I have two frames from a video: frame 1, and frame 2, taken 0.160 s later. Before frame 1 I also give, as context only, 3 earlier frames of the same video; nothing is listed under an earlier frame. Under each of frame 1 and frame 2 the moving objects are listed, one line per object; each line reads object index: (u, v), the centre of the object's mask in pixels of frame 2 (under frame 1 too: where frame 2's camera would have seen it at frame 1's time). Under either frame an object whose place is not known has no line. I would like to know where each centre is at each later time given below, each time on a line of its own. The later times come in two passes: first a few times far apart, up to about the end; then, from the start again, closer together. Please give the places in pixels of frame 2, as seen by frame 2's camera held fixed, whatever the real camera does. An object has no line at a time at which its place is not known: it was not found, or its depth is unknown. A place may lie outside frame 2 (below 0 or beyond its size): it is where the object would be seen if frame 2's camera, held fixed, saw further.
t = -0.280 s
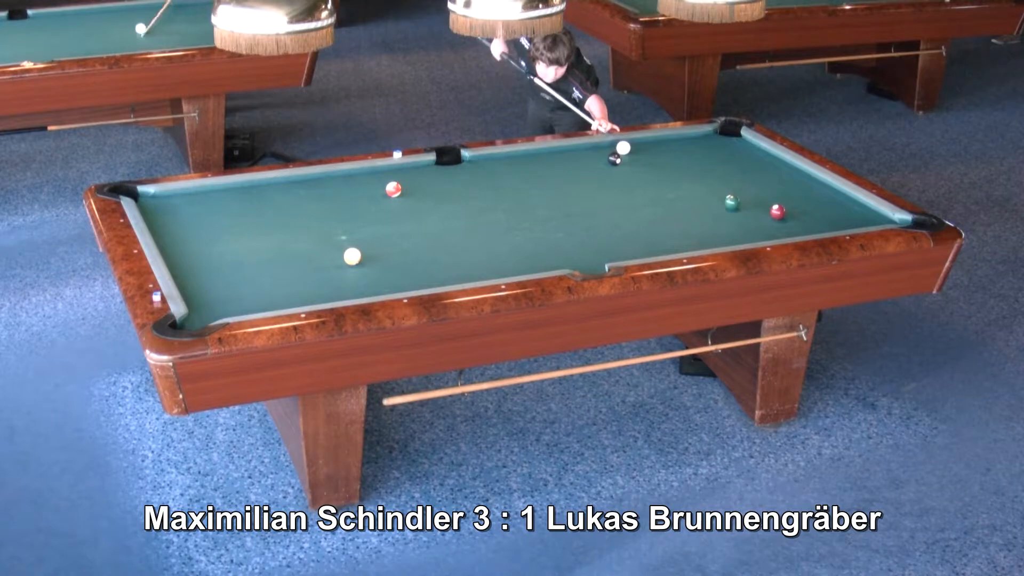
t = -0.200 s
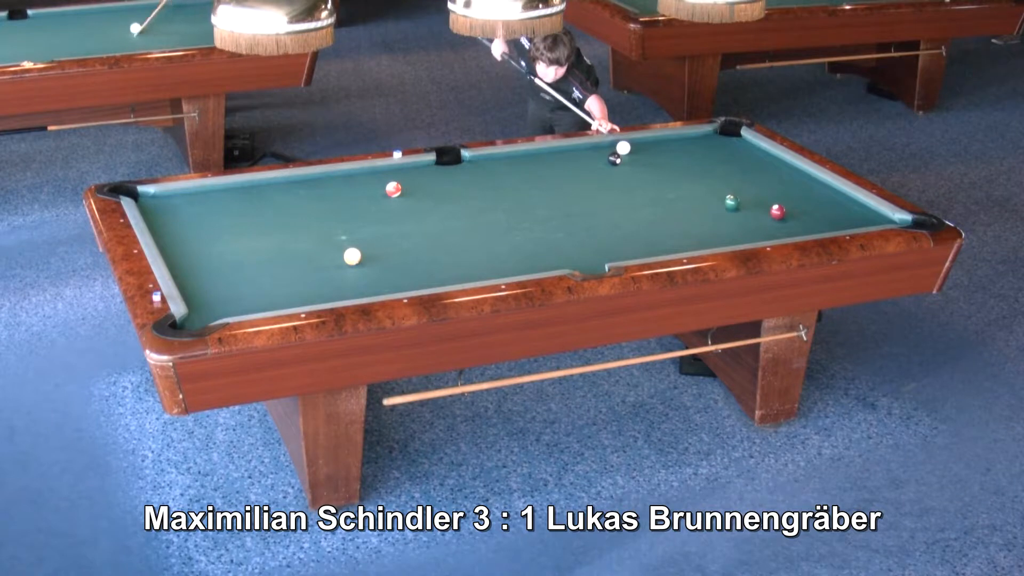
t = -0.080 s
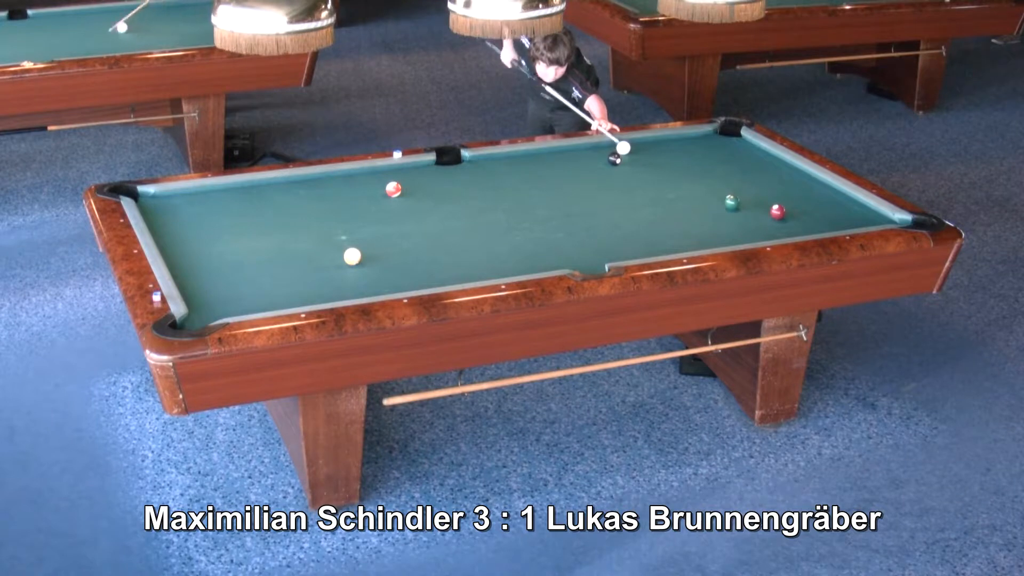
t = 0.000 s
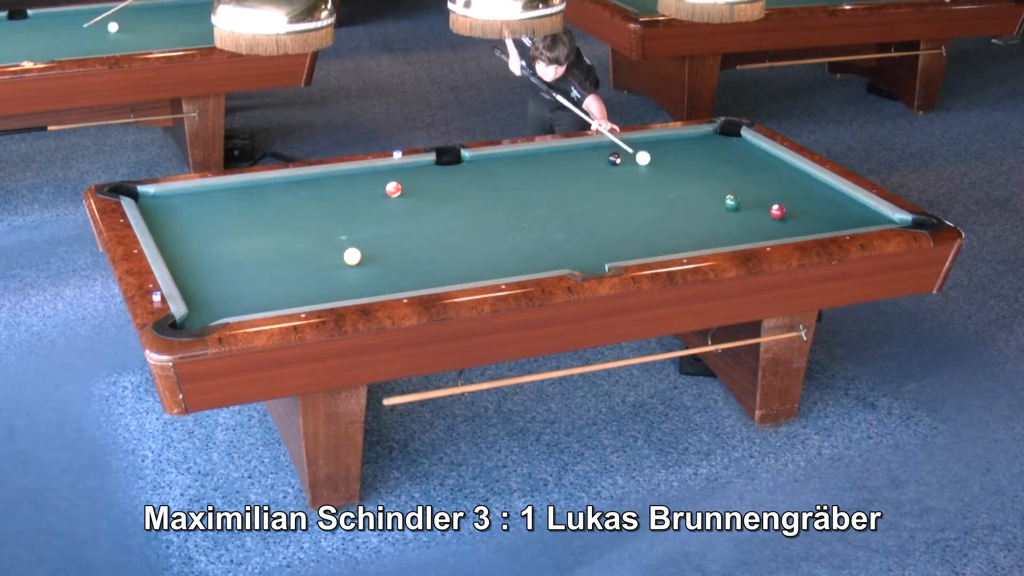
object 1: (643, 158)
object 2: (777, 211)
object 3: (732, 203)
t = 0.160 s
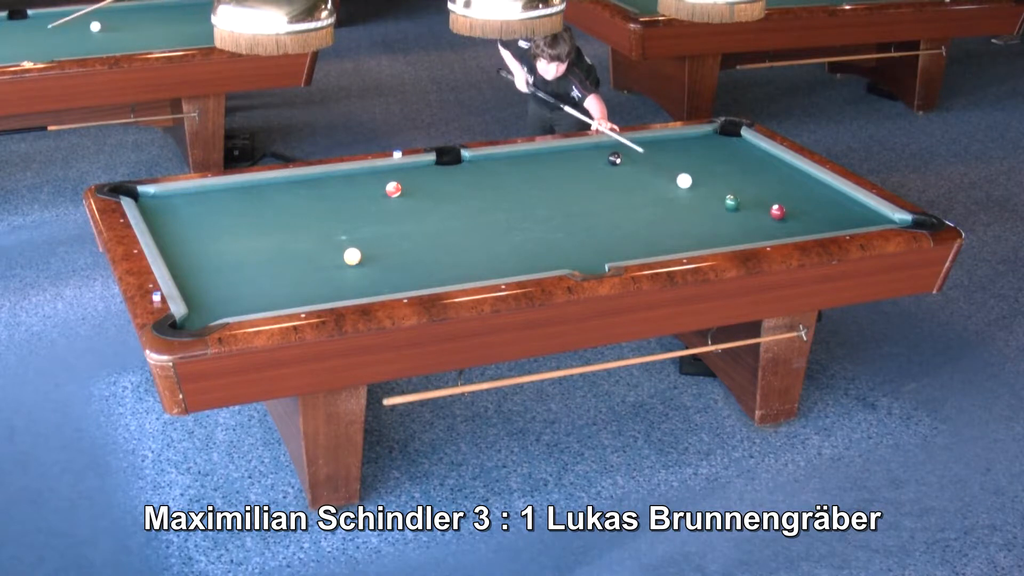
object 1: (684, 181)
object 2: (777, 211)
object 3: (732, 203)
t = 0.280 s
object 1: (716, 199)
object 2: (777, 211)
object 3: (732, 203)
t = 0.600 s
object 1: (705, 228)
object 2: (833, 224)
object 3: (767, 211)
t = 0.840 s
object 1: (696, 247)
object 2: (855, 222)
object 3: (770, 211)
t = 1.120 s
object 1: (654, 241)
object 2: (857, 212)
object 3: (772, 211)
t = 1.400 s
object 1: (615, 233)
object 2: (858, 203)
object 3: (772, 212)
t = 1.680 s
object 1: (579, 226)
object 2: (841, 197)
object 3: (771, 211)
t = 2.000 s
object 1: (541, 219)
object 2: (822, 192)
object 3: (771, 211)
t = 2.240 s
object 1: (514, 214)
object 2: (809, 189)
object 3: (771, 211)
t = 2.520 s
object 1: (485, 209)
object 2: (795, 186)
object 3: (771, 211)
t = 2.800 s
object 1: (458, 204)
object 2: (784, 183)
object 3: (771, 211)
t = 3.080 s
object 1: (434, 199)
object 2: (773, 180)
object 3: (771, 211)
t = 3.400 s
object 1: (409, 194)
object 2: (763, 178)
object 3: (771, 211)
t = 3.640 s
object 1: (398, 193)
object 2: (756, 176)
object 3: (771, 211)
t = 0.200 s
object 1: (695, 187)
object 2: (777, 211)
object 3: (732, 203)
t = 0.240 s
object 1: (706, 193)
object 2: (777, 211)
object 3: (732, 203)
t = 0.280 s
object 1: (716, 199)
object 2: (777, 211)
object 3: (732, 203)
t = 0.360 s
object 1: (711, 205)
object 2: (777, 211)
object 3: (758, 208)
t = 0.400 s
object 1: (708, 209)
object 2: (785, 213)
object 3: (764, 210)
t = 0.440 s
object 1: (707, 212)
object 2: (796, 215)
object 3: (765, 210)
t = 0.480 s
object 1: (706, 216)
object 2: (807, 218)
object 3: (765, 210)
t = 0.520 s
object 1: (706, 220)
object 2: (816, 220)
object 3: (766, 210)
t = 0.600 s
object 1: (705, 228)
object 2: (833, 224)
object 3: (767, 211)
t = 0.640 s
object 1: (704, 232)
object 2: (841, 224)
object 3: (768, 210)
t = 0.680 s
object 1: (703, 236)
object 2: (850, 225)
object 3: (768, 210)
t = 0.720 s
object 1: (703, 240)
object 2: (854, 225)
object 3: (769, 211)
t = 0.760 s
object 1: (702, 244)
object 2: (854, 224)
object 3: (769, 210)
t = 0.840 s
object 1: (696, 247)
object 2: (855, 222)
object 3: (770, 211)
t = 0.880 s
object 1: (690, 246)
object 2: (855, 221)
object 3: (770, 210)
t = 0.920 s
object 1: (684, 246)
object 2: (855, 220)
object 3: (771, 211)
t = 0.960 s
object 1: (678, 245)
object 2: (855, 219)
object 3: (771, 211)
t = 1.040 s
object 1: (666, 243)
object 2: (856, 215)
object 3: (772, 211)
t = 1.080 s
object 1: (660, 242)
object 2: (856, 213)
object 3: (772, 211)
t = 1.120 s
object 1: (654, 241)
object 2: (857, 212)
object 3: (772, 211)
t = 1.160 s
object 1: (649, 240)
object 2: (857, 211)
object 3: (772, 212)
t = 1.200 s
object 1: (643, 239)
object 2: (858, 209)
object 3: (772, 212)
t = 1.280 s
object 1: (632, 237)
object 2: (858, 207)
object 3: (772, 212)
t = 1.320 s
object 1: (626, 235)
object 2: (858, 206)
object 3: (772, 212)
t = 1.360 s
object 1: (621, 234)
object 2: (858, 204)
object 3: (772, 212)
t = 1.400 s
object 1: (615, 233)
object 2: (858, 203)
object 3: (772, 212)
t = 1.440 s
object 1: (610, 232)
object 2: (857, 202)
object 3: (772, 211)
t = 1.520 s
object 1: (599, 230)
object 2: (852, 200)
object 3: (771, 211)
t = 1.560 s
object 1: (594, 229)
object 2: (849, 199)
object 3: (771, 211)
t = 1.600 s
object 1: (589, 228)
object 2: (846, 199)
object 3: (771, 211)
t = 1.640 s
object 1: (584, 227)
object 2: (844, 198)
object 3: (771, 211)
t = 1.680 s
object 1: (579, 226)
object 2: (841, 197)
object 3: (771, 211)
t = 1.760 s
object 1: (569, 225)
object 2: (836, 196)
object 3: (771, 211)
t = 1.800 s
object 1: (564, 224)
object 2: (834, 195)
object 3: (771, 211)
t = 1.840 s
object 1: (559, 223)
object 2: (831, 195)
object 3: (771, 211)
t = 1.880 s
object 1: (555, 222)
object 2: (829, 194)
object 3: (771, 211)
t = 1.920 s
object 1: (550, 221)
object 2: (827, 194)
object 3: (771, 211)
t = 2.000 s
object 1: (541, 219)
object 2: (822, 192)
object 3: (771, 211)
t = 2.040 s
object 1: (536, 218)
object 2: (820, 192)
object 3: (771, 211)
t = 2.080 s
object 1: (532, 218)
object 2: (818, 191)
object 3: (771, 211)
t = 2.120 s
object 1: (527, 217)
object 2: (816, 191)
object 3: (771, 211)
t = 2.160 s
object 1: (523, 216)
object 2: (813, 190)
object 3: (771, 211)
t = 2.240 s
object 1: (514, 214)
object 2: (809, 189)
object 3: (771, 211)
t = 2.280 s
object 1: (510, 213)
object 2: (807, 188)
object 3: (771, 211)
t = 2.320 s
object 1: (506, 213)
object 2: (805, 188)
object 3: (771, 211)
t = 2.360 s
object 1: (501, 212)
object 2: (803, 187)
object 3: (771, 211)
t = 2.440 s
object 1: (493, 210)
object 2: (799, 186)
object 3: (771, 211)
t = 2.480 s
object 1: (489, 210)
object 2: (797, 186)
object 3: (771, 211)
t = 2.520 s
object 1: (485, 209)
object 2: (795, 186)
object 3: (771, 211)
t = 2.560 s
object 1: (481, 208)
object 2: (793, 185)
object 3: (771, 211)
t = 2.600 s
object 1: (477, 207)
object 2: (792, 185)
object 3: (771, 211)
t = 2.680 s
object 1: (470, 206)
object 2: (788, 184)
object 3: (771, 211)
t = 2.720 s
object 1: (466, 205)
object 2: (786, 183)
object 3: (771, 211)
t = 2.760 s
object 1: (462, 204)
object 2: (785, 183)
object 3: (771, 211)
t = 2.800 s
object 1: (458, 204)
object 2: (784, 183)
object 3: (771, 211)
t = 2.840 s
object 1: (455, 203)
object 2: (782, 182)
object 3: (771, 211)
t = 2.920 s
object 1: (448, 202)
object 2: (779, 181)
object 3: (771, 211)
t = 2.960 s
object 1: (444, 201)
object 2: (777, 181)
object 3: (771, 211)
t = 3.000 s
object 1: (441, 201)
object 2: (776, 180)
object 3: (771, 211)
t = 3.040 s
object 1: (437, 200)
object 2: (775, 180)
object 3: (771, 211)
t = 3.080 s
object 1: (434, 199)
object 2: (773, 180)
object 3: (771, 211)
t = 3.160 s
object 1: (428, 198)
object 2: (771, 179)
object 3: (771, 211)
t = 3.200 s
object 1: (424, 197)
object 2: (769, 179)
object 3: (771, 211)
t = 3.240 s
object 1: (421, 197)
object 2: (768, 179)
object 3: (771, 211)
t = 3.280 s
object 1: (418, 196)
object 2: (766, 178)
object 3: (771, 211)
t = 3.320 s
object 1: (415, 196)
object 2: (765, 178)
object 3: (771, 211)
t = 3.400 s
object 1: (409, 194)
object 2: (763, 178)
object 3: (771, 211)
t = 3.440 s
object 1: (406, 194)
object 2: (762, 177)
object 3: (771, 211)
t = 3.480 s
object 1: (403, 194)
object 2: (760, 177)
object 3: (771, 211)
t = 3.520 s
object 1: (402, 193)
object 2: (760, 177)
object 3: (771, 211)
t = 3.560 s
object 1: (400, 193)
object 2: (759, 177)
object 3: (771, 211)
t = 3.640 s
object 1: (398, 193)
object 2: (756, 176)
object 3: (771, 211)
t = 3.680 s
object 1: (397, 193)
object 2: (755, 176)
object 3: (771, 211)
